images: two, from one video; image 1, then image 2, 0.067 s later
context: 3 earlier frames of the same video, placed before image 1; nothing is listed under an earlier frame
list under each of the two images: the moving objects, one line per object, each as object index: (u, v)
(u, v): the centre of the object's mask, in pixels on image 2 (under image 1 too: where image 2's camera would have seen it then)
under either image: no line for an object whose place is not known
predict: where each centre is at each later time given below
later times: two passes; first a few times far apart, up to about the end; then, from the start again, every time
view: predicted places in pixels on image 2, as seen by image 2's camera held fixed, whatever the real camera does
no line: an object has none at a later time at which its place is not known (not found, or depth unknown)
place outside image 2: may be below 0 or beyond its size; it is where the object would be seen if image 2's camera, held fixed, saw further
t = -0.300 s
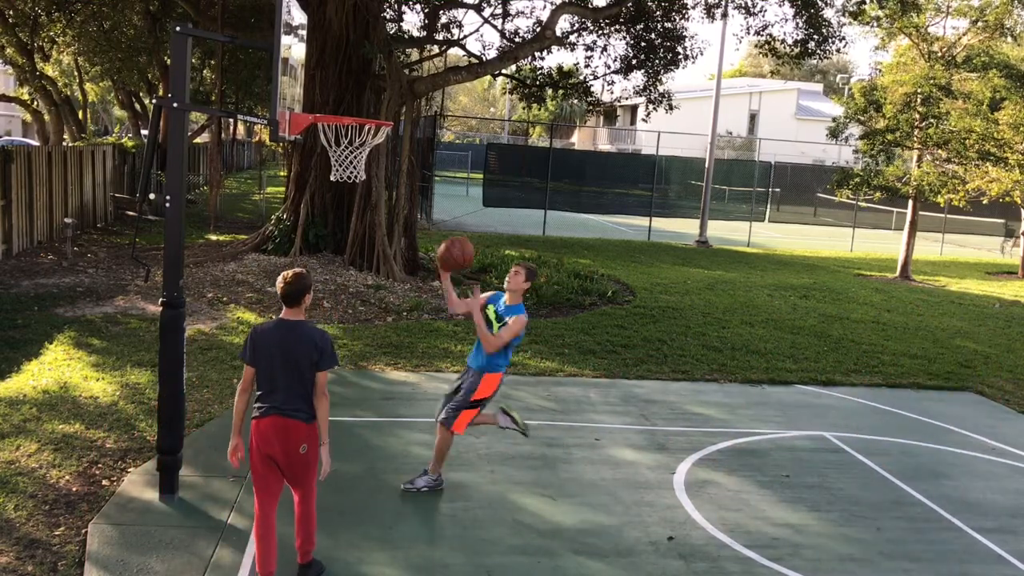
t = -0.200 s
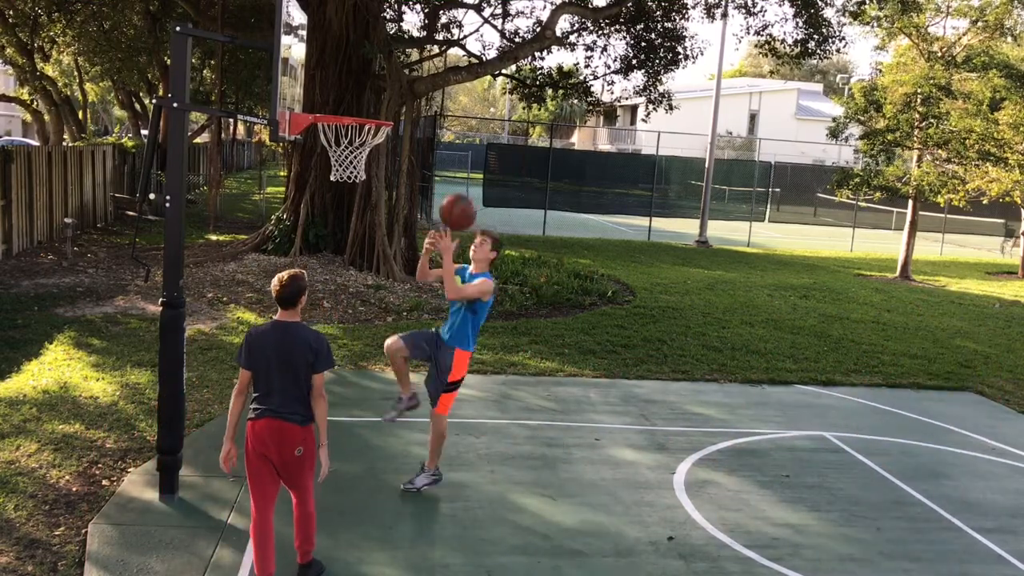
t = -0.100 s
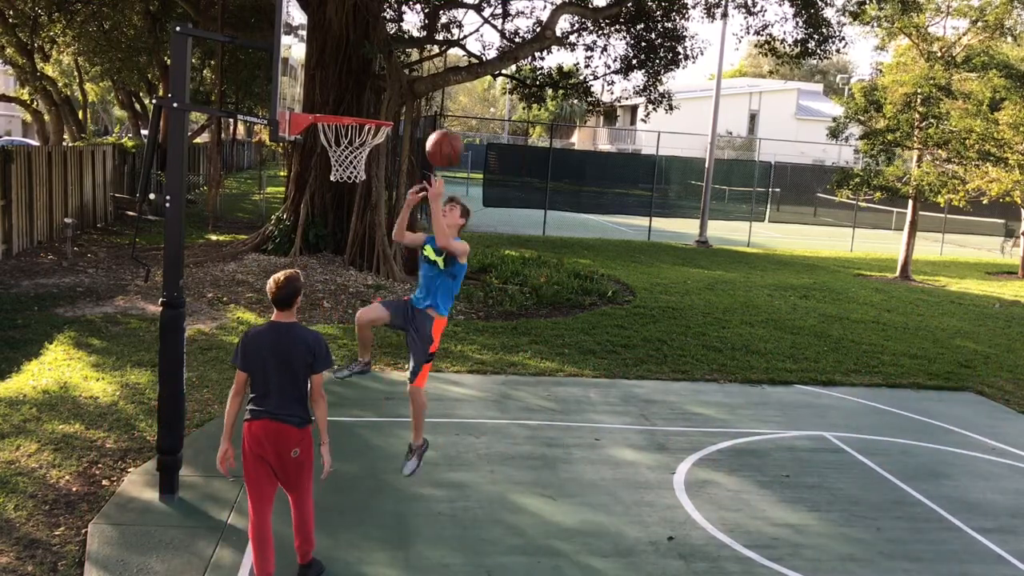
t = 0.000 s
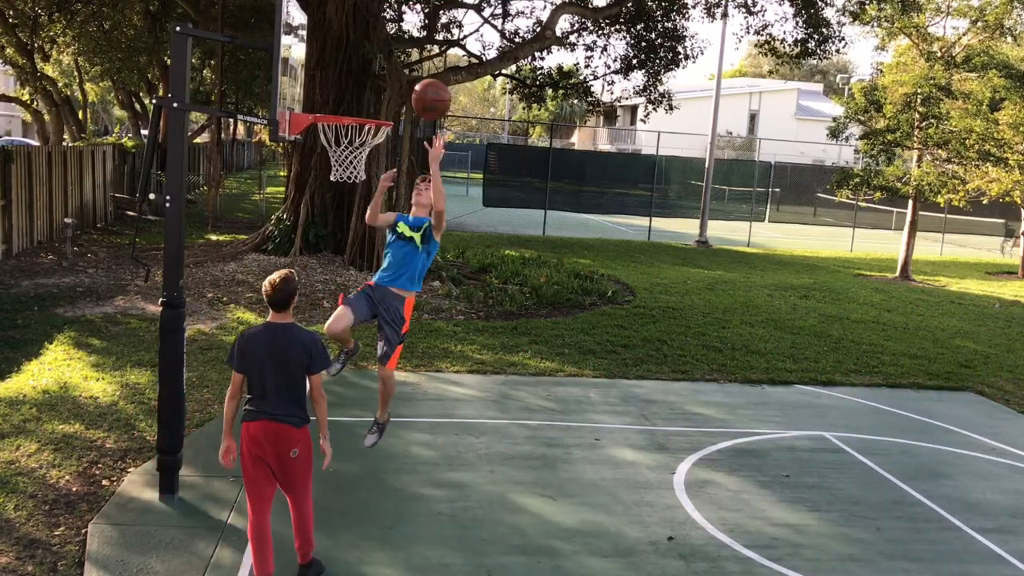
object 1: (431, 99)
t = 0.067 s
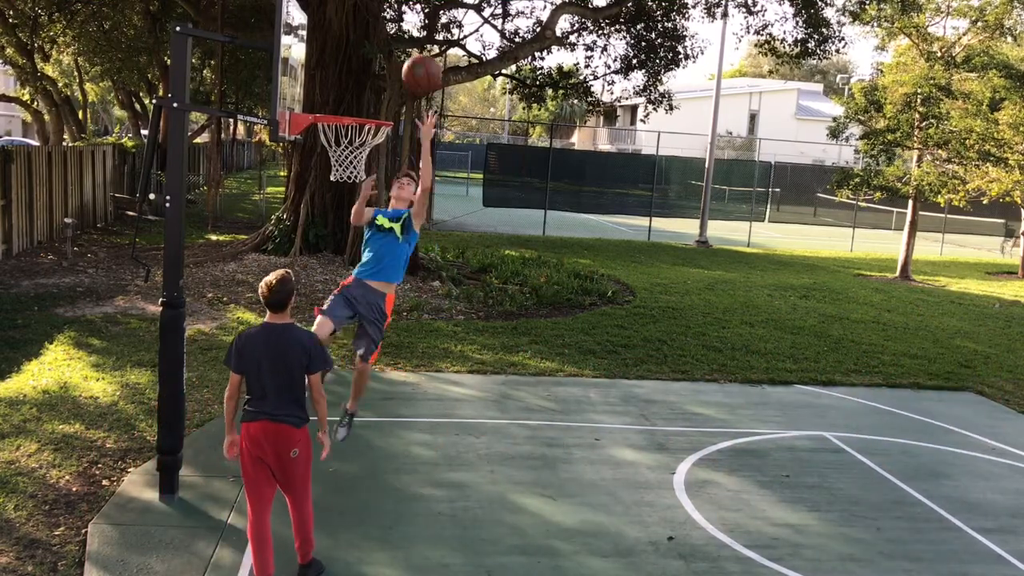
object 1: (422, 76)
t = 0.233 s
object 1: (393, 44)
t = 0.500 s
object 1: (344, 94)
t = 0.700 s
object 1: (302, 211)
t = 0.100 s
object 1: (416, 66)
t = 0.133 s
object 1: (411, 58)
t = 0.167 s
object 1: (405, 51)
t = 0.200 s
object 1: (400, 48)
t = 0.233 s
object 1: (393, 44)
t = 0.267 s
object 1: (388, 44)
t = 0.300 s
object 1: (382, 45)
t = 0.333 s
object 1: (376, 48)
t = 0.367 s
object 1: (370, 53)
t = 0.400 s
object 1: (364, 60)
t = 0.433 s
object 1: (357, 70)
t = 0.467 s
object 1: (351, 81)
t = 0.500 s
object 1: (344, 94)
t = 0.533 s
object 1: (337, 108)
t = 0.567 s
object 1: (329, 125)
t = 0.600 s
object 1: (322, 145)
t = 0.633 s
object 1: (314, 165)
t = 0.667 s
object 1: (309, 187)
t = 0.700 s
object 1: (302, 211)
